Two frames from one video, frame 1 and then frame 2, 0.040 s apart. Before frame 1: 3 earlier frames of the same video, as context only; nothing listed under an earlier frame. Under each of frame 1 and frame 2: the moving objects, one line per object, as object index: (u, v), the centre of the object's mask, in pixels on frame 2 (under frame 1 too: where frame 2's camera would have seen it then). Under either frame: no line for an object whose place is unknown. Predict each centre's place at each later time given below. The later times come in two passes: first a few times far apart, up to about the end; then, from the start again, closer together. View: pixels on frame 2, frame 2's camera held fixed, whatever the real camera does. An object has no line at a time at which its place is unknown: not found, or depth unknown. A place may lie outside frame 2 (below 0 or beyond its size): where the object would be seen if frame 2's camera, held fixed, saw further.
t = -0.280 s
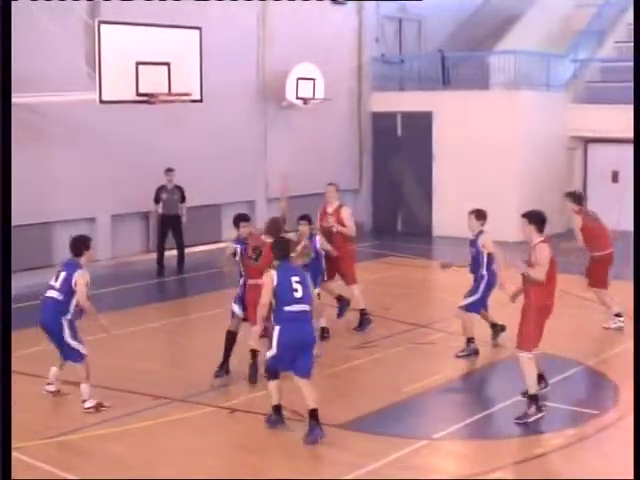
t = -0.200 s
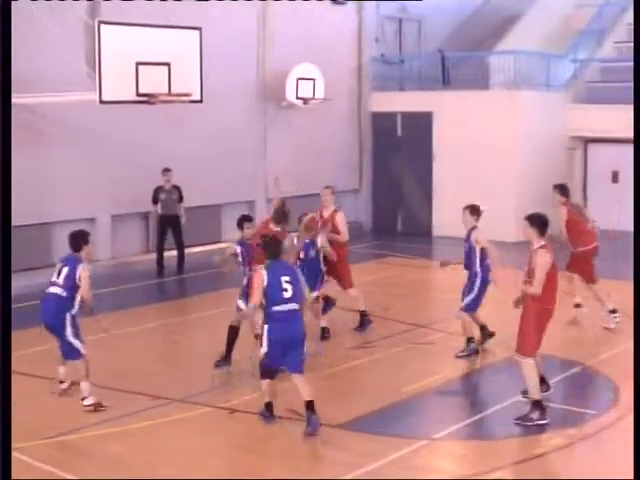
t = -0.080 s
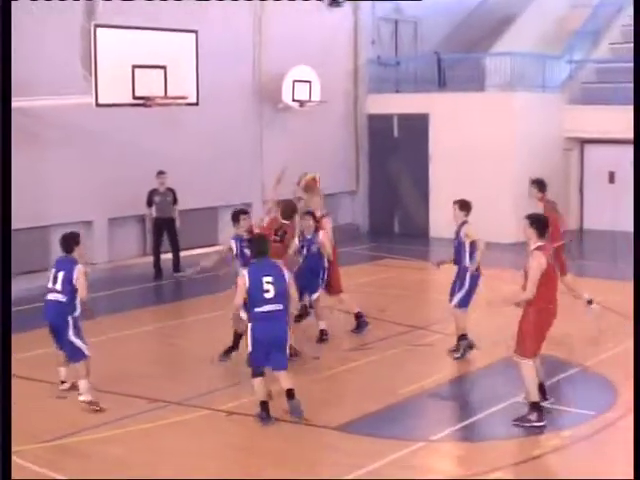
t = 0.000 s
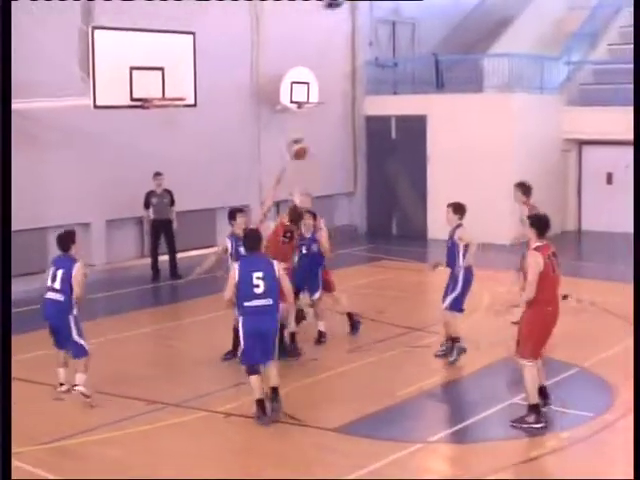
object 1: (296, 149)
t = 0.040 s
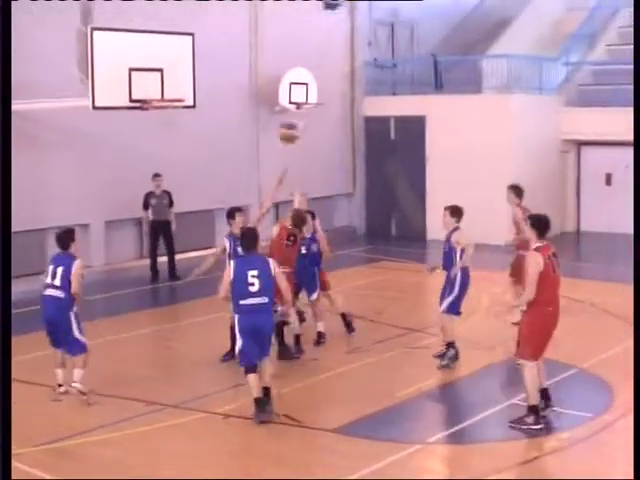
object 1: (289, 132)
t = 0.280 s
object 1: (237, 58)
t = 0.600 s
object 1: (180, 41)
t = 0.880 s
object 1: (135, 91)
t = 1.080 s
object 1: (110, 114)
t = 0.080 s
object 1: (279, 116)
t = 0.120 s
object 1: (270, 102)
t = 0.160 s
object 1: (261, 88)
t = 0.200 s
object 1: (252, 76)
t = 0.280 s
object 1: (237, 58)
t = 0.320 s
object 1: (229, 51)
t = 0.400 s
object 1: (215, 42)
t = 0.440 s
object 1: (208, 40)
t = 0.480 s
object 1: (200, 38)
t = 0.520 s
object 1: (193, 38)
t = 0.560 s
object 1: (187, 39)
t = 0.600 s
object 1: (180, 41)
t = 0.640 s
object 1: (173, 45)
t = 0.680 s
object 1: (166, 50)
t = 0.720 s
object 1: (160, 56)
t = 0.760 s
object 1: (154, 63)
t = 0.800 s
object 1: (148, 72)
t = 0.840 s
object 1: (141, 81)
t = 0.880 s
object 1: (135, 91)
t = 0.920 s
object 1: (137, 99)
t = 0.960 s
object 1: (131, 100)
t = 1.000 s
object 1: (122, 102)
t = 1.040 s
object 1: (117, 108)
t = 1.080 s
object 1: (110, 114)
